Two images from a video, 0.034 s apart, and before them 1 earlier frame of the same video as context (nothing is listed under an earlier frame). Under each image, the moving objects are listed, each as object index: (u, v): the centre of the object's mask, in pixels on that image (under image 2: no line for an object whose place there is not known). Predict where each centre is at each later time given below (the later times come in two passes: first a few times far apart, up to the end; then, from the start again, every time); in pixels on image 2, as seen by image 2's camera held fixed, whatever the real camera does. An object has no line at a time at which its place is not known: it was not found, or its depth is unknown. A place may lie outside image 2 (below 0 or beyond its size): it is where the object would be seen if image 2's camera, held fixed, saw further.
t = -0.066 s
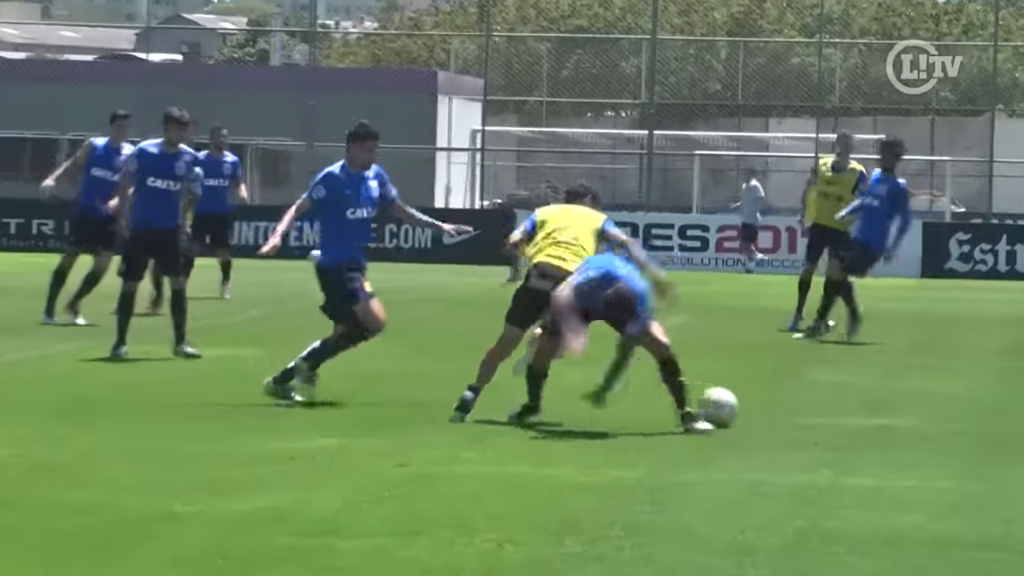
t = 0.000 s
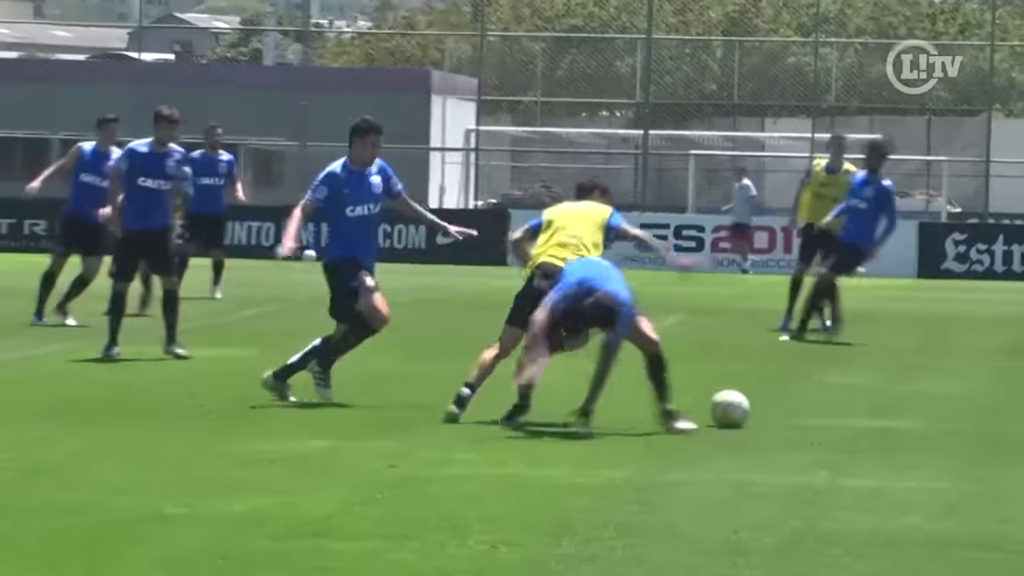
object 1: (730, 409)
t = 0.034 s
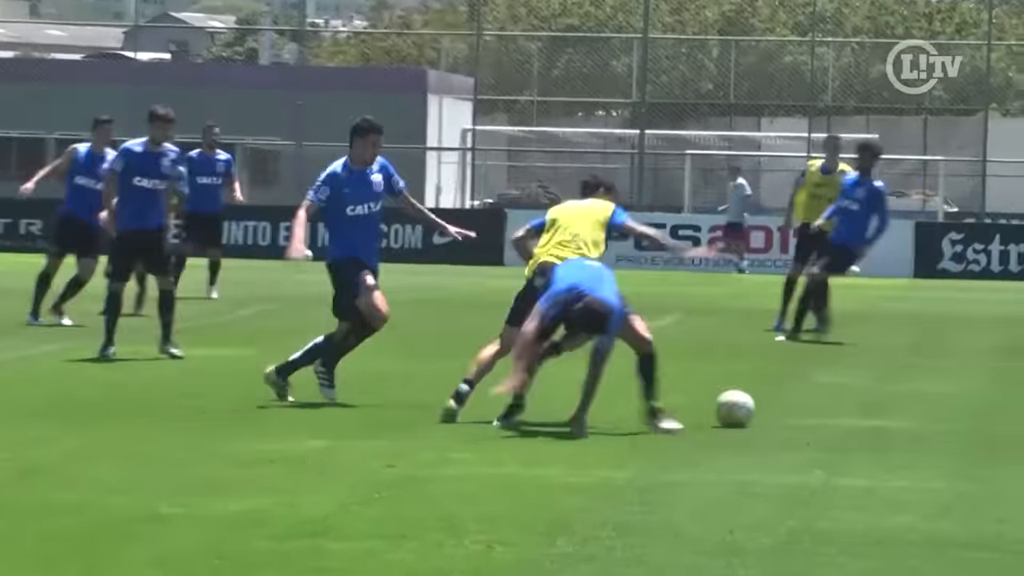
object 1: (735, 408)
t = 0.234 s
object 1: (780, 408)
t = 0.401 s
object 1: (821, 408)
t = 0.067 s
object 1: (742, 409)
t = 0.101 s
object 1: (750, 408)
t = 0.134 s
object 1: (758, 408)
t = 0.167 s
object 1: (765, 408)
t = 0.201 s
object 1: (773, 408)
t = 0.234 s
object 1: (780, 408)
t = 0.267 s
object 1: (788, 408)
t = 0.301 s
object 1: (797, 408)
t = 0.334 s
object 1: (805, 408)
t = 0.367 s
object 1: (813, 408)
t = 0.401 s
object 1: (821, 408)
